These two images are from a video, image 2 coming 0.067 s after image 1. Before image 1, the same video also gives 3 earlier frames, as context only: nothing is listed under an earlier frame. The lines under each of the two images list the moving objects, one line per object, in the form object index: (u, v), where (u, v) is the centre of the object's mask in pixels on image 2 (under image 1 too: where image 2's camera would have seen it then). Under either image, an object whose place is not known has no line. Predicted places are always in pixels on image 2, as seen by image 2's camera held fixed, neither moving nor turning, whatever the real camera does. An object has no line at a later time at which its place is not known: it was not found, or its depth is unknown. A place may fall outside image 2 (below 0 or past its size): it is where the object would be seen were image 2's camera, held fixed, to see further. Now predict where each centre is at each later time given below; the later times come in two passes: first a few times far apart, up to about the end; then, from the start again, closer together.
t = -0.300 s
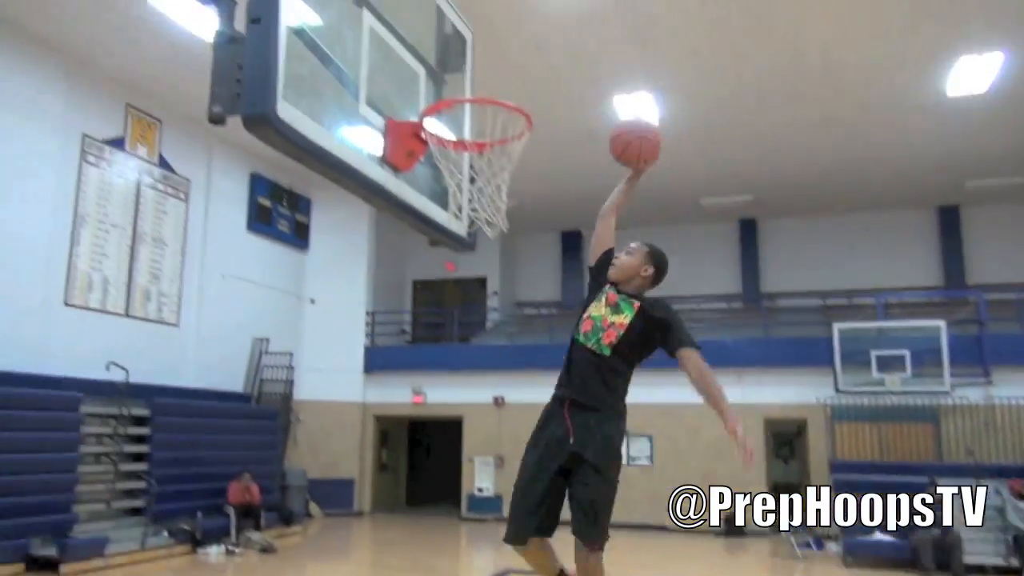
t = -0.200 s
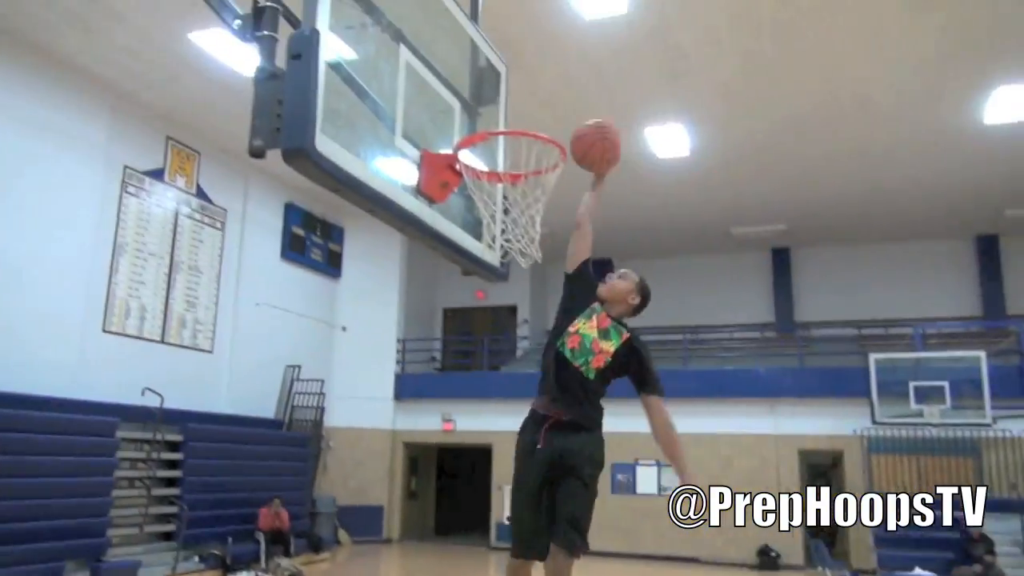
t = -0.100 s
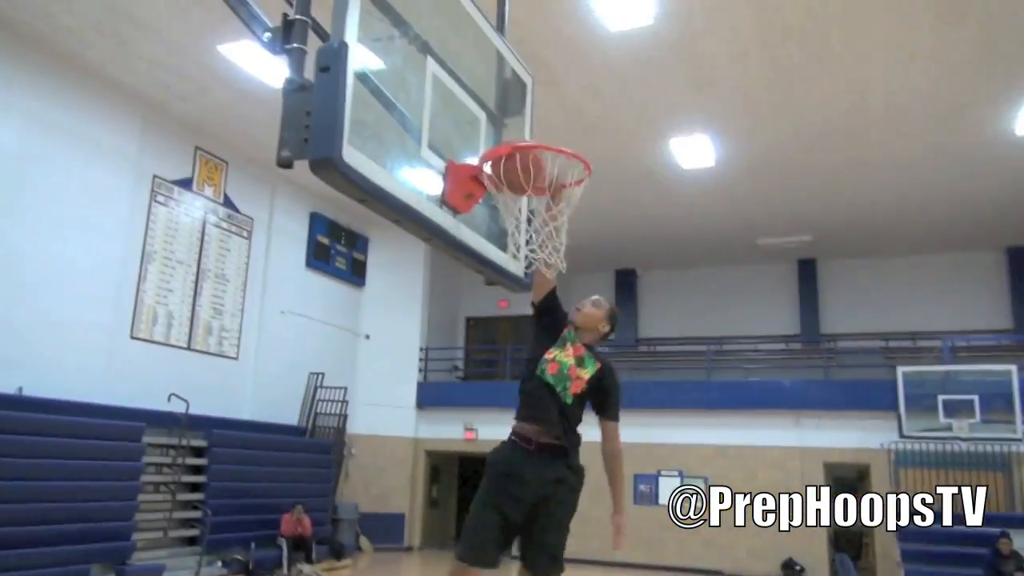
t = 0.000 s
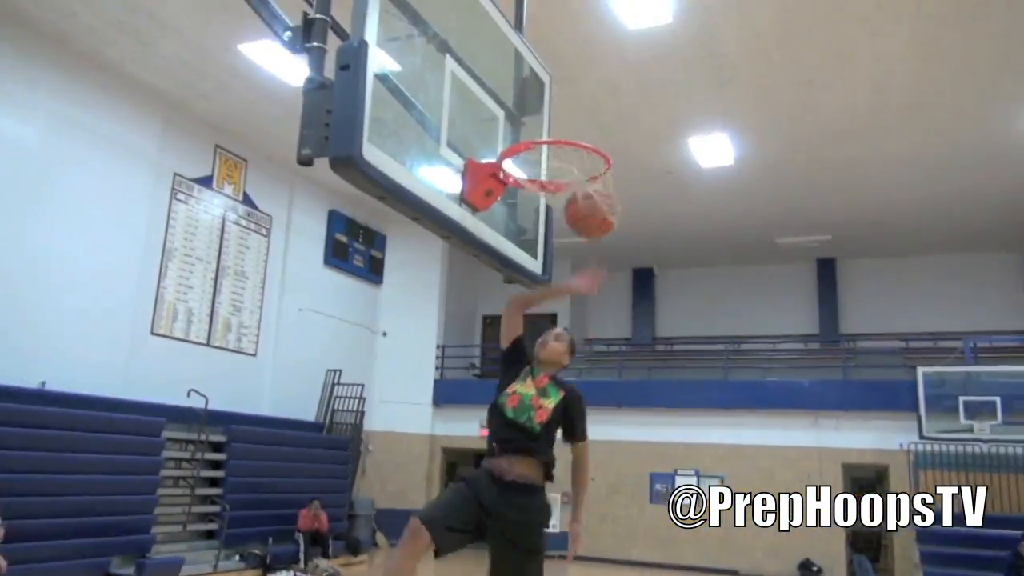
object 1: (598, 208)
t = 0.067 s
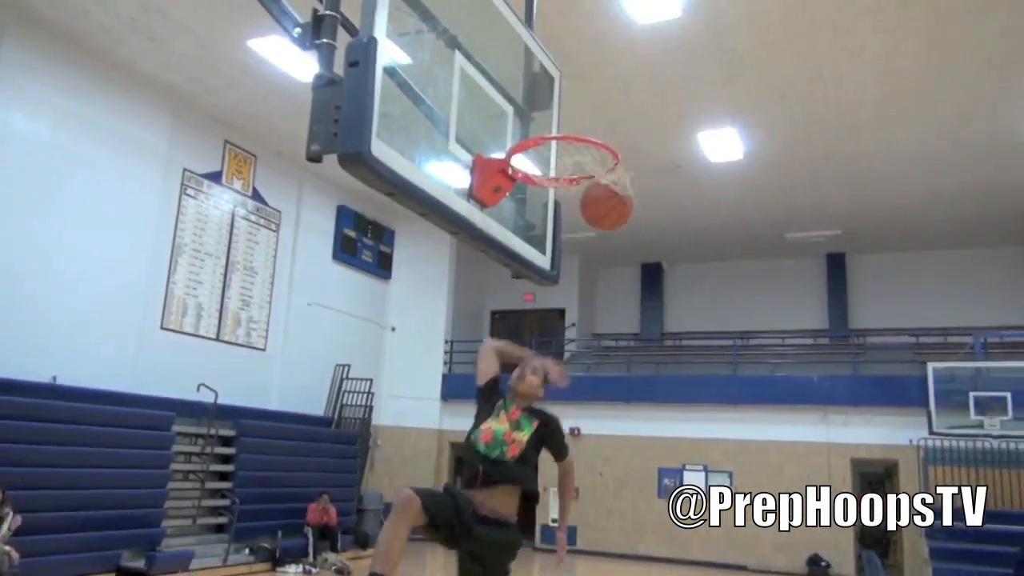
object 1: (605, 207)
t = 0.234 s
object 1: (603, 248)
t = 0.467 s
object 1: (592, 411)
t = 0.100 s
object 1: (606, 210)
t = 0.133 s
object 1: (605, 216)
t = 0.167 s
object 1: (604, 224)
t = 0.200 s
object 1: (604, 235)
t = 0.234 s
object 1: (603, 248)
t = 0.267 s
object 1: (601, 262)
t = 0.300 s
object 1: (600, 281)
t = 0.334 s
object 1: (599, 301)
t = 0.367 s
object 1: (597, 325)
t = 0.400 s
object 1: (595, 351)
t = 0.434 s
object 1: (593, 378)
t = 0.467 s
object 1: (592, 411)
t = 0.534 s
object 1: (588, 481)
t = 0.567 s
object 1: (586, 523)
